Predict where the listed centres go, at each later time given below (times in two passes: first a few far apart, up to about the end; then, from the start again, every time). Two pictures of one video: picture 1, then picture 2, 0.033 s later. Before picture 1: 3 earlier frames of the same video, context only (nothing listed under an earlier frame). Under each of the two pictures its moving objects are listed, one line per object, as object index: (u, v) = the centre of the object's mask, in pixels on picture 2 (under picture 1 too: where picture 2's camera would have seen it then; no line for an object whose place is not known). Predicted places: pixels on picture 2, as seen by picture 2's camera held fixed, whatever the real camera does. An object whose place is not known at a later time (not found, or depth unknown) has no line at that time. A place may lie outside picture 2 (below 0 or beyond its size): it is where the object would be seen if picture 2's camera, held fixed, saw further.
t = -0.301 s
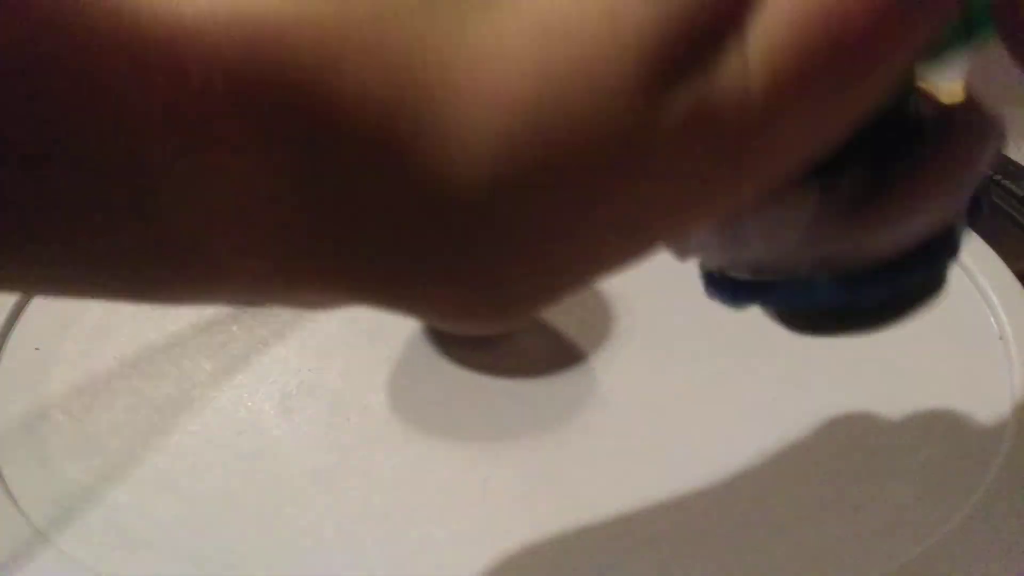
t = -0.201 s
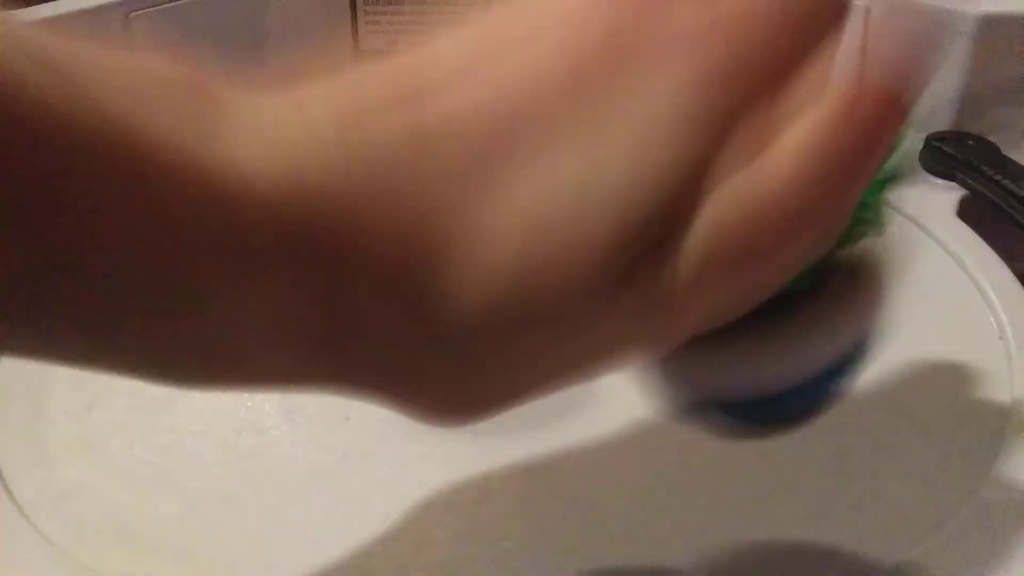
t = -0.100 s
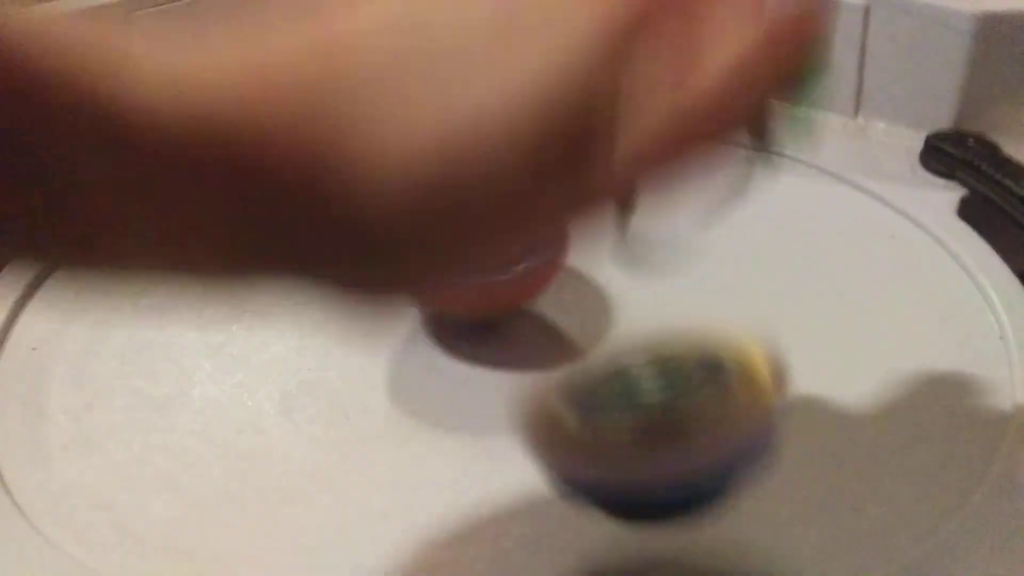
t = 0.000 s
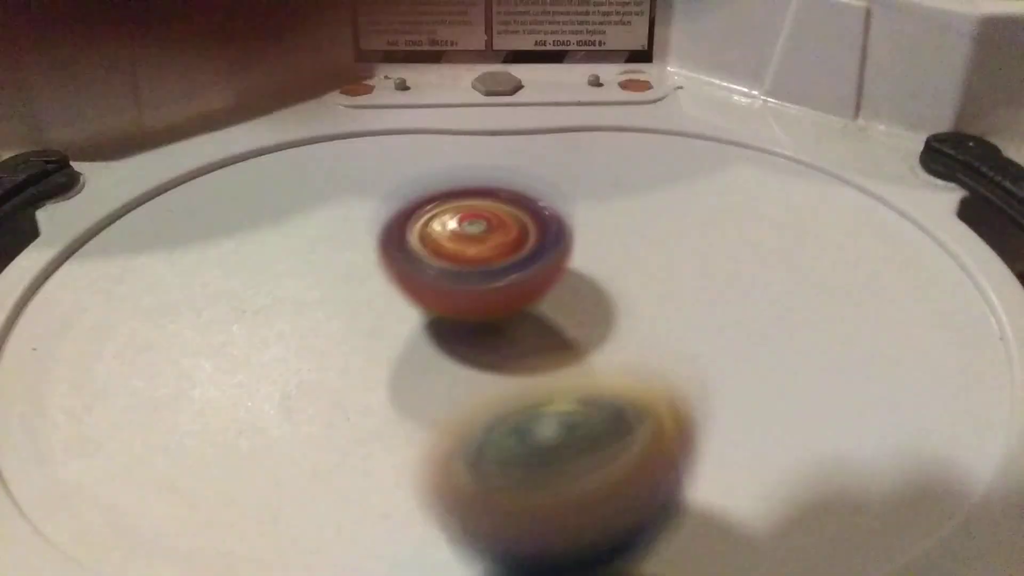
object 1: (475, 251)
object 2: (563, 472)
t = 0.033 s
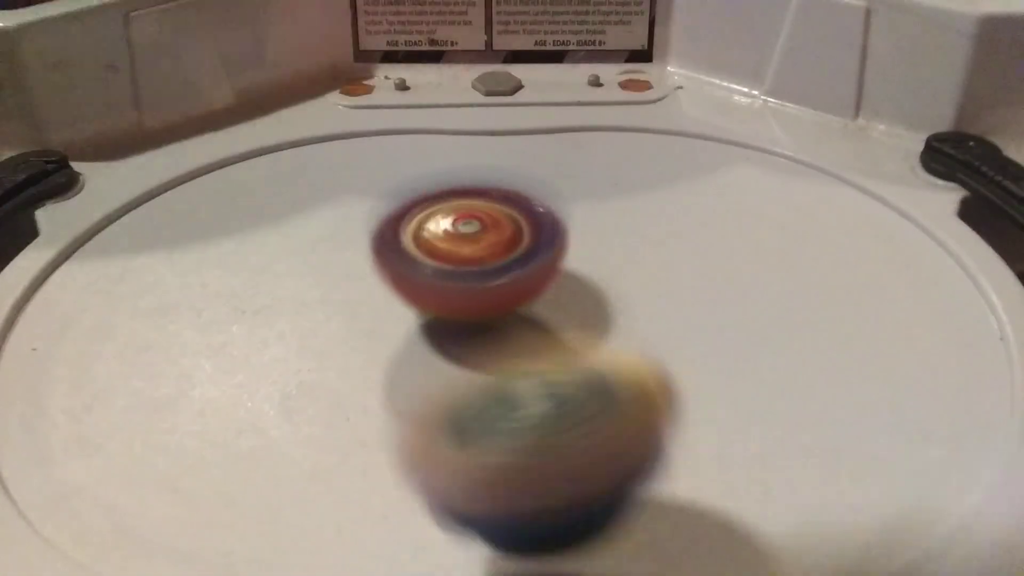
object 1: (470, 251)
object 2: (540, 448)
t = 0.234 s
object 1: (476, 245)
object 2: (446, 400)
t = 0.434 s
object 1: (484, 236)
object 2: (278, 366)
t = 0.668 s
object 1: (485, 245)
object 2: (67, 395)
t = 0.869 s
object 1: (496, 248)
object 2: (166, 420)
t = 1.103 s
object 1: (575, 250)
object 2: (250, 372)
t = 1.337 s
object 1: (584, 240)
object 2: (180, 280)
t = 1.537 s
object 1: (572, 247)
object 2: (125, 250)
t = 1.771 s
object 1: (586, 257)
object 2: (173, 249)
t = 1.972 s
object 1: (578, 268)
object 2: (323, 211)
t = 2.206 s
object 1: (572, 277)
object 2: (383, 129)
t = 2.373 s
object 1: (568, 292)
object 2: (331, 106)
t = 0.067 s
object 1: (467, 254)
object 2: (519, 435)
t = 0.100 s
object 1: (470, 254)
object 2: (500, 462)
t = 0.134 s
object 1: (473, 253)
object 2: (484, 433)
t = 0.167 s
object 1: (476, 251)
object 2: (471, 430)
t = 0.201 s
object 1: (477, 247)
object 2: (457, 407)
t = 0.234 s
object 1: (476, 245)
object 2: (446, 400)
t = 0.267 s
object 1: (474, 245)
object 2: (429, 385)
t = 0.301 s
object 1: (472, 246)
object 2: (414, 371)
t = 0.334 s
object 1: (477, 245)
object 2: (387, 363)
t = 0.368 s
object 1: (481, 240)
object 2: (351, 362)
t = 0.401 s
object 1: (482, 237)
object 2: (317, 363)
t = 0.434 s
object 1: (484, 236)
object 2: (278, 366)
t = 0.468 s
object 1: (483, 236)
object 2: (237, 366)
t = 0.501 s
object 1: (483, 236)
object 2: (198, 367)
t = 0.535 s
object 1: (485, 237)
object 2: (160, 369)
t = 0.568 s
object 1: (485, 240)
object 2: (122, 374)
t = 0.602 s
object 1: (485, 241)
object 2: (97, 380)
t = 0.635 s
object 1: (486, 243)
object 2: (78, 395)
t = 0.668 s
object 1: (485, 245)
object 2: (67, 395)
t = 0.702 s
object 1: (484, 249)
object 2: (65, 402)
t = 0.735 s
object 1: (483, 251)
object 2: (70, 408)
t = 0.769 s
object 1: (484, 252)
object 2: (85, 418)
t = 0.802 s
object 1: (486, 251)
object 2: (105, 420)
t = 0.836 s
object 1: (491, 250)
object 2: (130, 420)
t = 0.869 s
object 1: (496, 248)
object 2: (166, 420)
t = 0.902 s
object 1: (504, 248)
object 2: (195, 420)
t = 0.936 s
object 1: (513, 251)
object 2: (218, 416)
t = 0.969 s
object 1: (524, 251)
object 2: (231, 411)
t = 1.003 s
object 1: (536, 251)
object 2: (240, 404)
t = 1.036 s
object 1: (549, 251)
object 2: (245, 395)
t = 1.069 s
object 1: (563, 251)
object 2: (248, 383)
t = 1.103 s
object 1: (575, 250)
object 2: (250, 372)
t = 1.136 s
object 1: (584, 249)
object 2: (247, 360)
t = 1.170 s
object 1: (590, 247)
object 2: (240, 345)
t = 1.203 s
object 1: (593, 245)
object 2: (233, 330)
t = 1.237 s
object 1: (593, 243)
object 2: (222, 317)
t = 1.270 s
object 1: (591, 241)
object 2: (207, 303)
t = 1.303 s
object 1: (588, 241)
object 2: (192, 291)
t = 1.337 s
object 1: (584, 240)
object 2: (180, 280)
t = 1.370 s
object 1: (580, 240)
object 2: (168, 272)
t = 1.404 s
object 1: (578, 240)
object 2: (155, 267)
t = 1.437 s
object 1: (575, 242)
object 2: (145, 261)
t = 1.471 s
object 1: (573, 243)
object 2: (136, 255)
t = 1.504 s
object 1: (571, 245)
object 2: (130, 251)
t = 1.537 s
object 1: (572, 247)
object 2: (125, 250)
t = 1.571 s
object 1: (573, 248)
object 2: (123, 250)
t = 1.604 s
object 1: (575, 250)
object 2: (122, 250)
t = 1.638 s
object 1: (577, 251)
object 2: (122, 251)
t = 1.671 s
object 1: (580, 253)
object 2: (127, 252)
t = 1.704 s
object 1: (583, 254)
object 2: (139, 253)
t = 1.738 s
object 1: (585, 256)
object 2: (154, 251)
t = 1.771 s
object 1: (586, 257)
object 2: (173, 249)
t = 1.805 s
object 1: (586, 259)
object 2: (195, 247)
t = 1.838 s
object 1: (585, 260)
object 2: (219, 245)
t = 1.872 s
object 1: (584, 261)
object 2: (248, 238)
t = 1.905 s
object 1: (582, 263)
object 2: (274, 229)
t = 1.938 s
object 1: (580, 266)
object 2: (300, 222)
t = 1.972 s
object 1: (578, 268)
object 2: (323, 211)
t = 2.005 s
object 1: (577, 269)
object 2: (344, 202)
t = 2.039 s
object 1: (576, 271)
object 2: (362, 192)
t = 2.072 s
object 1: (574, 272)
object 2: (375, 179)
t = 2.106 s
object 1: (573, 273)
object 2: (382, 166)
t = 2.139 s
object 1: (573, 274)
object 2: (386, 154)
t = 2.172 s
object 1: (572, 275)
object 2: (387, 142)
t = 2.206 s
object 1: (572, 277)
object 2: (383, 129)
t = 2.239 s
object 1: (572, 279)
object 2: (377, 119)
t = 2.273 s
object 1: (571, 281)
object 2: (367, 111)
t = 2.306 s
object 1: (570, 284)
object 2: (356, 107)
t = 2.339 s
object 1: (569, 287)
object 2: (344, 105)
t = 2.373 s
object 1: (568, 292)
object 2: (331, 106)
